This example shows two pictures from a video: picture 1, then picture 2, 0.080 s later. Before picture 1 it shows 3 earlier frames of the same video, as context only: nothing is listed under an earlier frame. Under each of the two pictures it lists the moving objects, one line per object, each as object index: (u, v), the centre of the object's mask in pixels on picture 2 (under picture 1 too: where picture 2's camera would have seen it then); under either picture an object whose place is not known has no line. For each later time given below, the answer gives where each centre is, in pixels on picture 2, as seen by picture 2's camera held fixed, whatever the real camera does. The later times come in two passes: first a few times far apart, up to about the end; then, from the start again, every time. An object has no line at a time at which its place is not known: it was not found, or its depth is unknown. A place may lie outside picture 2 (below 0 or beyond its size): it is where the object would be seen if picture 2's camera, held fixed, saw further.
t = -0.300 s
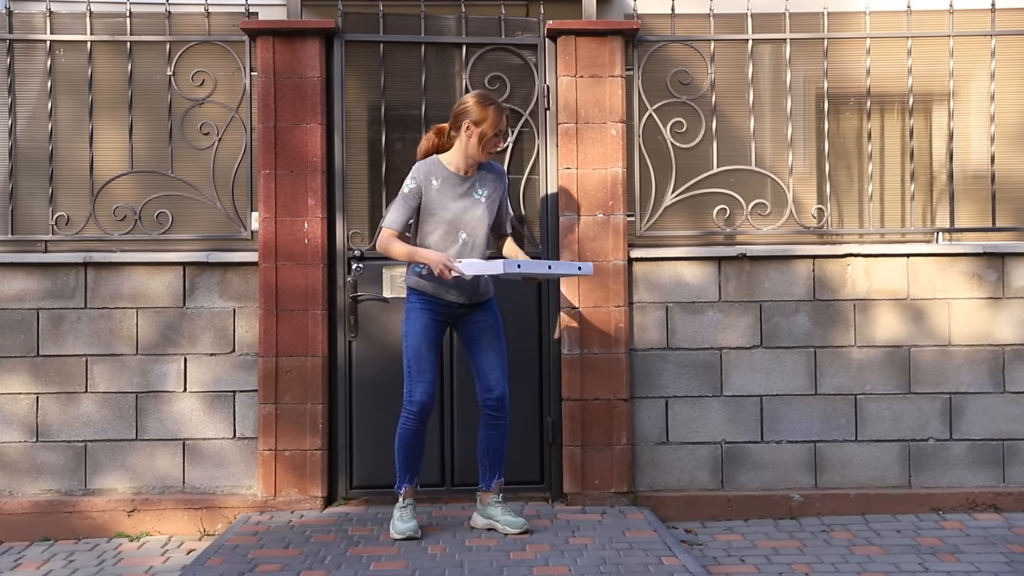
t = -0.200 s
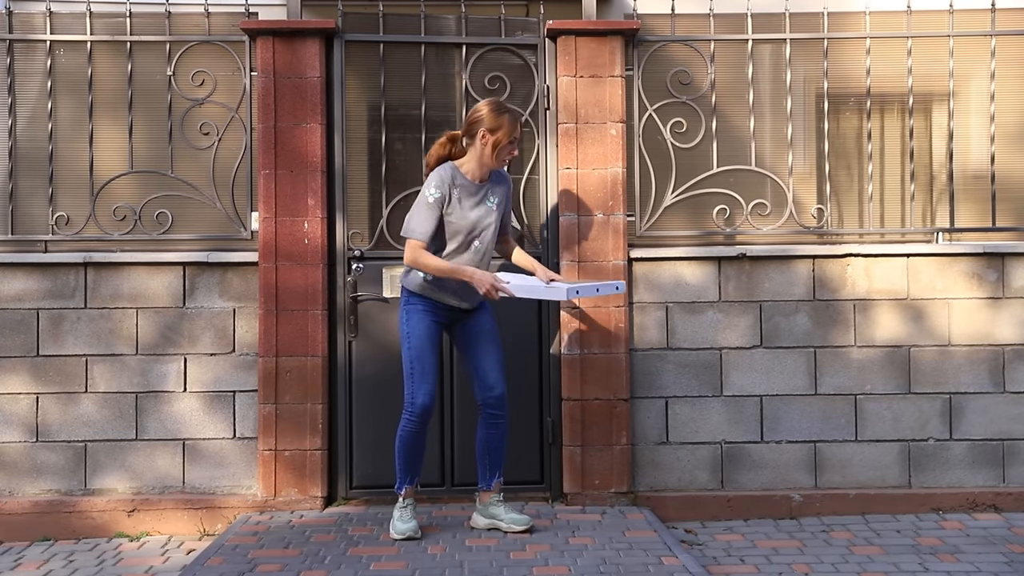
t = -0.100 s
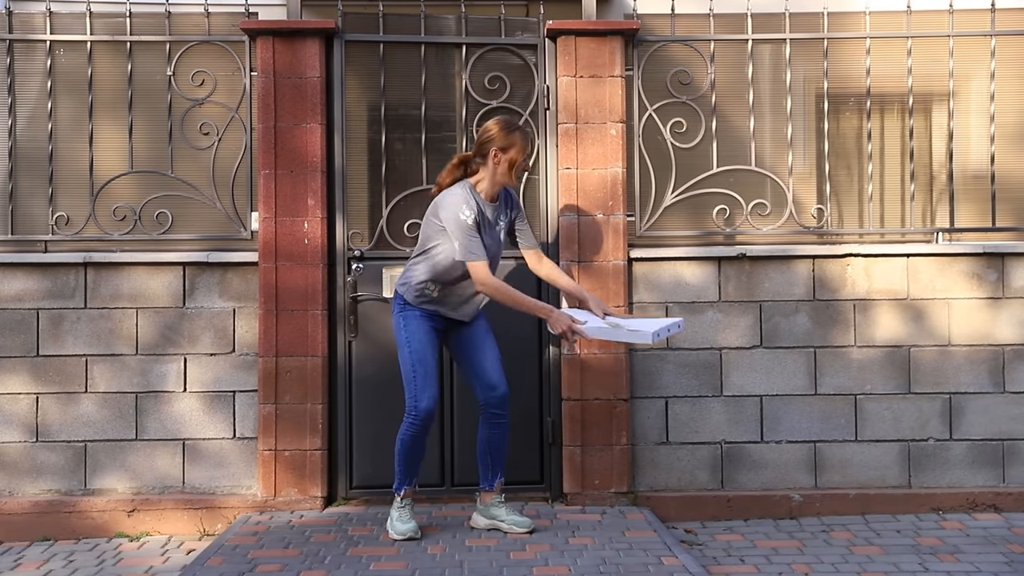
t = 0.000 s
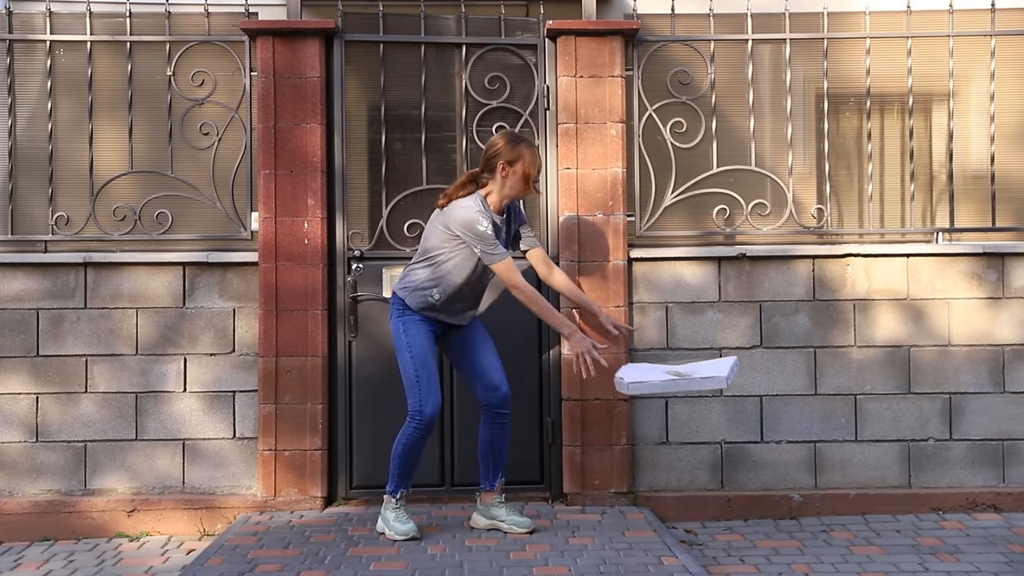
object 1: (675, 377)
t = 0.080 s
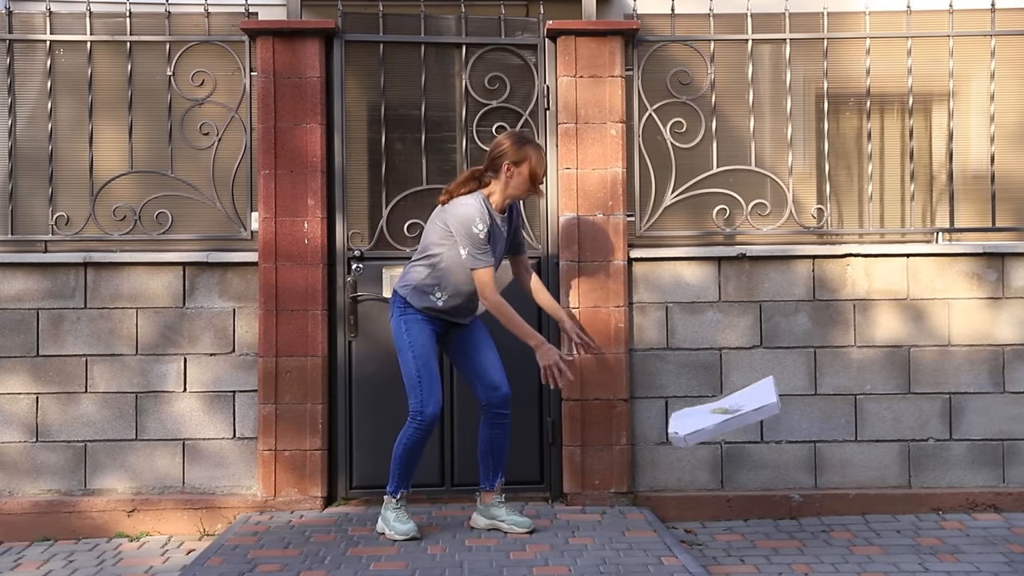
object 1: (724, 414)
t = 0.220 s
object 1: (794, 481)
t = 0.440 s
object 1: (873, 528)
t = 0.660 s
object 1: (890, 542)
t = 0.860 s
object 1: (891, 543)
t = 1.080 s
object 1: (891, 543)
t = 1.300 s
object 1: (892, 543)
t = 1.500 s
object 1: (894, 543)
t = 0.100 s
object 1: (736, 423)
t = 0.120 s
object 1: (748, 432)
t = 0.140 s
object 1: (757, 442)
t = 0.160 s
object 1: (767, 451)
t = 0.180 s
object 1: (776, 461)
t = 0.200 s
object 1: (785, 471)
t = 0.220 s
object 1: (794, 481)
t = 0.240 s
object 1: (801, 495)
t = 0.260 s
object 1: (808, 504)
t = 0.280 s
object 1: (815, 506)
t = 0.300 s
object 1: (823, 509)
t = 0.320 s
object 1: (834, 508)
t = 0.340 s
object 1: (843, 510)
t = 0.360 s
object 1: (849, 514)
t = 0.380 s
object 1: (854, 518)
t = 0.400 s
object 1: (860, 521)
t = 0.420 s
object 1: (866, 523)
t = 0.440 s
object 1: (873, 528)
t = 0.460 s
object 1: (881, 534)
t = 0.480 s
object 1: (884, 537)
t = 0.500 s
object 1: (885, 537)
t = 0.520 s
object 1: (886, 537)
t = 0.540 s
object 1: (888, 538)
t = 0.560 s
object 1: (889, 539)
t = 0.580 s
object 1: (889, 540)
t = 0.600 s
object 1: (890, 541)
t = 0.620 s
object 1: (891, 542)
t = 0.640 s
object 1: (891, 543)
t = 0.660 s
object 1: (890, 542)
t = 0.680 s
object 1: (891, 543)
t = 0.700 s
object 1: (891, 543)
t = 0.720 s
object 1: (890, 543)
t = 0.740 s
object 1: (890, 543)
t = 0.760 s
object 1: (890, 543)
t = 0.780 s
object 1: (890, 543)
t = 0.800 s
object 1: (890, 543)
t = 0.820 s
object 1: (891, 543)
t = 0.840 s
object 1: (891, 543)
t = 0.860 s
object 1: (891, 543)
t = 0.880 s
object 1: (891, 543)
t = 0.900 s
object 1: (891, 543)
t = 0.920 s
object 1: (891, 543)
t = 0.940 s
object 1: (891, 543)
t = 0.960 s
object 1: (891, 543)
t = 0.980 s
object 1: (891, 543)
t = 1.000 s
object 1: (891, 543)
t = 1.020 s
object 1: (891, 543)
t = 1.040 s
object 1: (891, 543)
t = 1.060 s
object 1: (891, 543)
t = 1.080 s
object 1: (891, 543)
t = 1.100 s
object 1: (891, 543)
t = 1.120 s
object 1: (892, 543)
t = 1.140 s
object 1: (892, 543)
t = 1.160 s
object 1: (891, 543)
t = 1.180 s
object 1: (892, 543)
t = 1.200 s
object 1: (892, 543)
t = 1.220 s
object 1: (892, 543)
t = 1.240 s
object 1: (892, 543)
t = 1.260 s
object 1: (892, 543)
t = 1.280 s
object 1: (892, 543)
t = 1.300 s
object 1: (892, 543)
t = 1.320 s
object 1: (892, 543)
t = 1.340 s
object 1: (893, 543)
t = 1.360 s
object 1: (893, 543)
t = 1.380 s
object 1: (893, 543)
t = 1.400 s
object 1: (893, 543)
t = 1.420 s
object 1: (893, 543)
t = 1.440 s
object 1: (893, 543)
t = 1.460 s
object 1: (893, 543)
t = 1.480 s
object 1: (893, 543)
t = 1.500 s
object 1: (894, 543)
